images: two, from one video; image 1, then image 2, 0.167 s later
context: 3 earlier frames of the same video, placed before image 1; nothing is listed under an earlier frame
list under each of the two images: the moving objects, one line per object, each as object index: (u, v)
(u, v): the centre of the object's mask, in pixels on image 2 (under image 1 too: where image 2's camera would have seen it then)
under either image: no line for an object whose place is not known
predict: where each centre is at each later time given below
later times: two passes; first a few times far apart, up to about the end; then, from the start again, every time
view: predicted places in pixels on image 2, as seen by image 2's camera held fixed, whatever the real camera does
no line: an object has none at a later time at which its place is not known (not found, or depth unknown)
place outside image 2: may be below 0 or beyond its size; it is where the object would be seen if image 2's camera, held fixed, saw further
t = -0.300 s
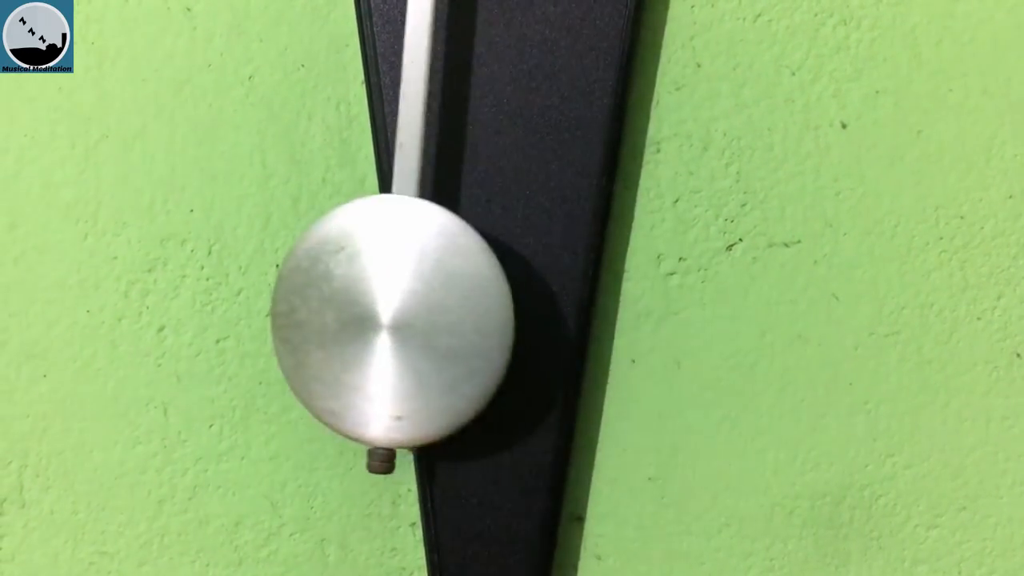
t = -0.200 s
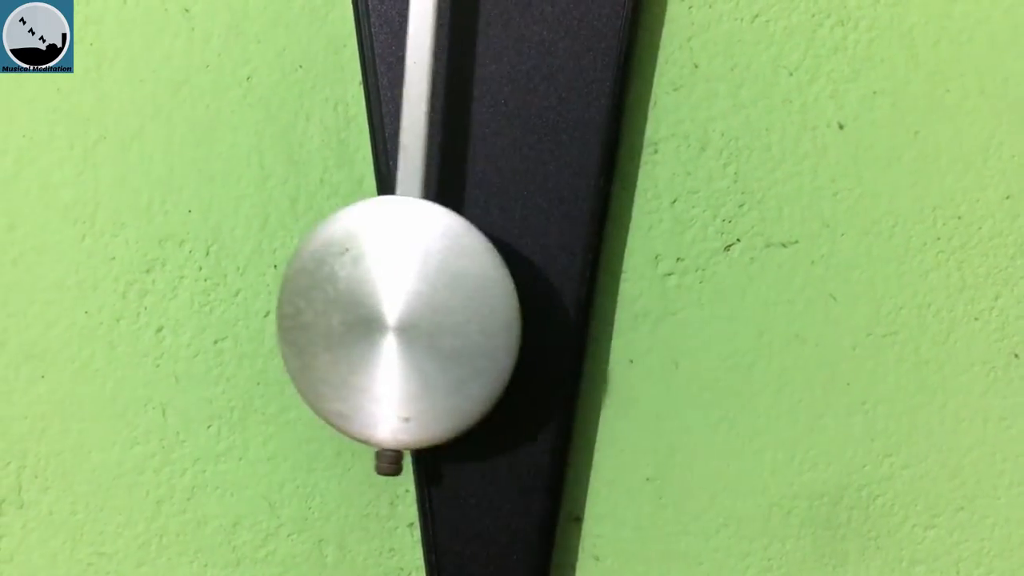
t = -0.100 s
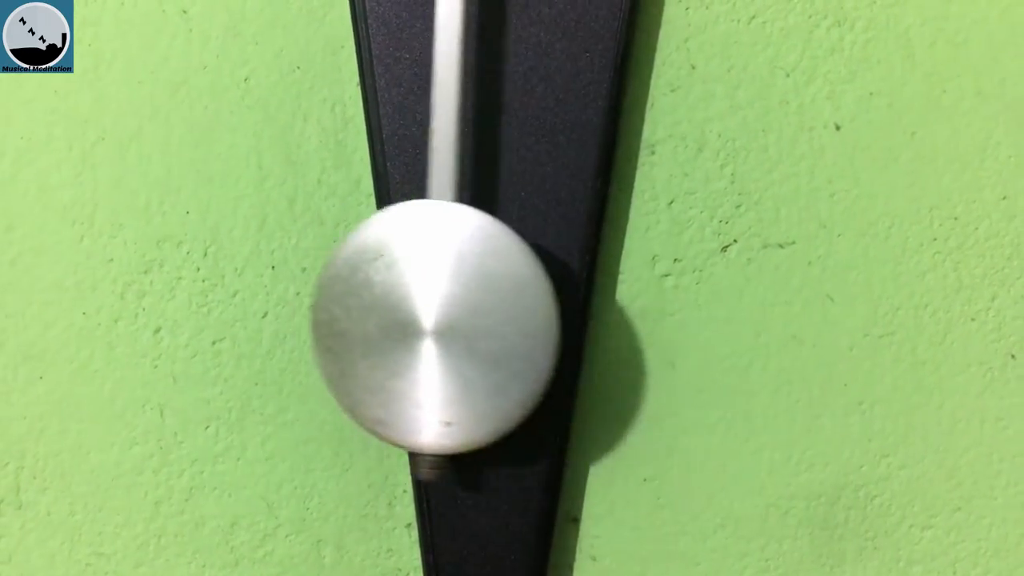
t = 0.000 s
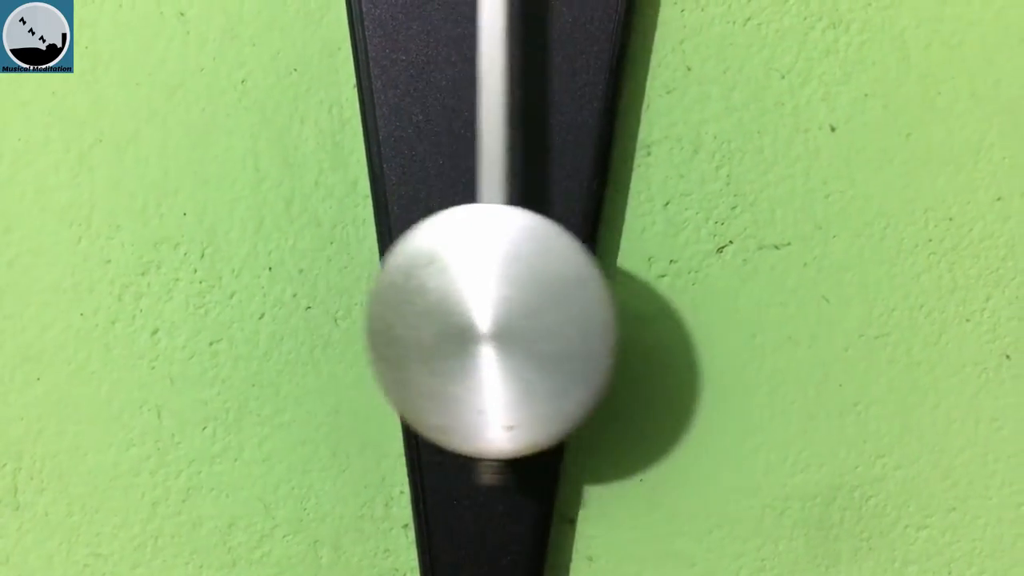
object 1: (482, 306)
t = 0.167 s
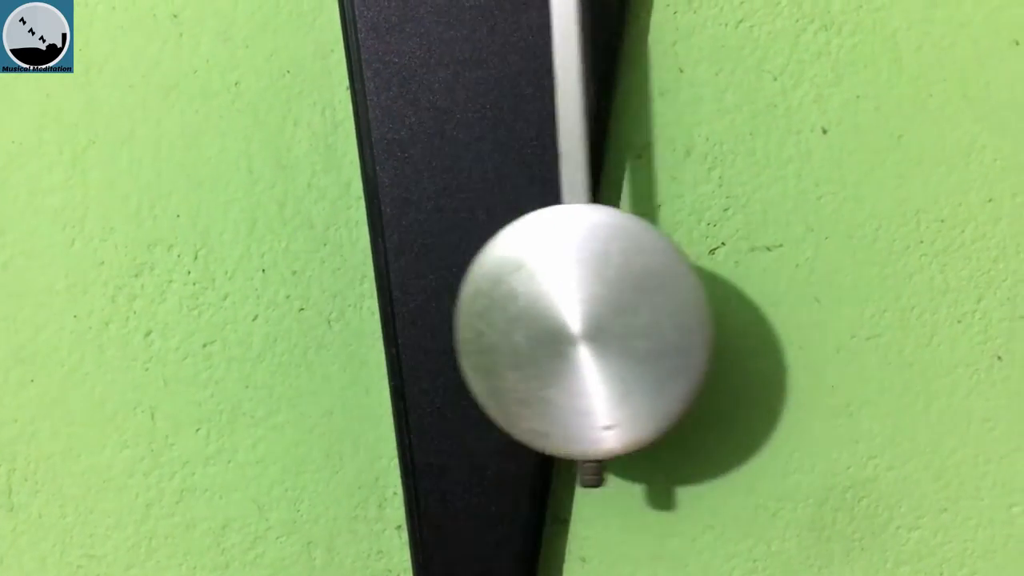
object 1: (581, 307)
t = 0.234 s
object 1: (606, 308)
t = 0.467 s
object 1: (574, 305)
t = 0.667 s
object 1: (457, 302)
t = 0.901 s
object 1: (376, 304)
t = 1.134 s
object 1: (466, 306)
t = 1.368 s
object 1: (602, 304)
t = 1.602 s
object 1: (595, 303)
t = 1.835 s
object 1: (460, 302)
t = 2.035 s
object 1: (377, 306)
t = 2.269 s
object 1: (440, 306)
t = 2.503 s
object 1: (579, 305)
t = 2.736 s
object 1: (605, 307)
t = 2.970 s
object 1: (480, 307)
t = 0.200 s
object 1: (595, 308)
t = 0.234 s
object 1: (606, 308)
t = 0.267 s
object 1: (613, 308)
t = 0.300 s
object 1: (616, 308)
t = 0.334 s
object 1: (615, 307)
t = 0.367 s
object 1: (610, 307)
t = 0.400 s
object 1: (601, 307)
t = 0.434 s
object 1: (589, 306)
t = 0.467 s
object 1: (574, 305)
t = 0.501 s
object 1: (557, 305)
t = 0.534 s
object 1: (538, 305)
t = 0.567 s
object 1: (517, 305)
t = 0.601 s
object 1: (498, 304)
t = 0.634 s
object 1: (477, 303)
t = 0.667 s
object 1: (457, 302)
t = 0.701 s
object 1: (437, 302)
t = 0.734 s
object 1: (420, 300)
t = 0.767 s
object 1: (404, 302)
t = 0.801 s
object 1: (392, 303)
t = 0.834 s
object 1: (383, 303)
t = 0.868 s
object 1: (377, 304)
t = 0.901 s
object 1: (376, 304)
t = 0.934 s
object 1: (379, 305)
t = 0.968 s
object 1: (385, 305)
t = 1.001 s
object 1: (396, 306)
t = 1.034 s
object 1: (410, 305)
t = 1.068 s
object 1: (426, 306)
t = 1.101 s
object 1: (445, 306)
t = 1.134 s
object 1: (466, 306)
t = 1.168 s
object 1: (488, 305)
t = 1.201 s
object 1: (509, 305)
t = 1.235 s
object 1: (531, 305)
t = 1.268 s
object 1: (552, 304)
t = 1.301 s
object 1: (571, 304)
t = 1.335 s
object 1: (587, 304)
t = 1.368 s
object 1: (602, 304)
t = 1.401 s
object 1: (612, 303)
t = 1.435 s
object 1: (619, 304)
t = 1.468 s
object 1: (622, 303)
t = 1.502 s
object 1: (621, 303)
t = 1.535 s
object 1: (616, 303)
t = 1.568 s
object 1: (607, 303)
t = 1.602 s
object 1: (595, 303)
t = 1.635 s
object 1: (580, 303)
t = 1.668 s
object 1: (562, 303)
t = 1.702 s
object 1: (542, 303)
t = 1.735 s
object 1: (522, 303)
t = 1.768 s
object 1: (502, 303)
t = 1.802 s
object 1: (481, 302)
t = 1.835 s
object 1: (460, 302)
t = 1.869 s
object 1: (439, 304)
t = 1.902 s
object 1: (421, 304)
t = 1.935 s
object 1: (405, 305)
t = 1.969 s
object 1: (393, 305)
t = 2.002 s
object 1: (383, 305)
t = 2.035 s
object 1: (377, 306)
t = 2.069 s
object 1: (376, 306)
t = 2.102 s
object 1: (377, 305)
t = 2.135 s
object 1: (384, 306)
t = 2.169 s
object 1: (393, 306)
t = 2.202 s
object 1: (406, 306)
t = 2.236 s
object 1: (422, 306)
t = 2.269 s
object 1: (440, 306)
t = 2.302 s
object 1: (461, 305)
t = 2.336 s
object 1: (481, 304)
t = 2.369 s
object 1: (502, 304)
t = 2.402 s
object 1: (523, 305)
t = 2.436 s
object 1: (543, 305)
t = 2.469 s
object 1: (563, 305)
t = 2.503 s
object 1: (579, 305)
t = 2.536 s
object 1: (594, 305)
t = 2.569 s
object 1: (605, 304)
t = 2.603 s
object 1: (613, 305)
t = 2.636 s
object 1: (617, 306)
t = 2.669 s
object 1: (617, 306)
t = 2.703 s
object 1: (613, 306)
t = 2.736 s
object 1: (605, 307)
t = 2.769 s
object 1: (594, 307)
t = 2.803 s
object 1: (580, 307)
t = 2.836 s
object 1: (562, 307)
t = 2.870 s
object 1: (543, 307)
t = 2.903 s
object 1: (522, 307)
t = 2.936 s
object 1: (501, 308)
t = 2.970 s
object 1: (480, 307)
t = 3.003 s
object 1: (458, 307)
